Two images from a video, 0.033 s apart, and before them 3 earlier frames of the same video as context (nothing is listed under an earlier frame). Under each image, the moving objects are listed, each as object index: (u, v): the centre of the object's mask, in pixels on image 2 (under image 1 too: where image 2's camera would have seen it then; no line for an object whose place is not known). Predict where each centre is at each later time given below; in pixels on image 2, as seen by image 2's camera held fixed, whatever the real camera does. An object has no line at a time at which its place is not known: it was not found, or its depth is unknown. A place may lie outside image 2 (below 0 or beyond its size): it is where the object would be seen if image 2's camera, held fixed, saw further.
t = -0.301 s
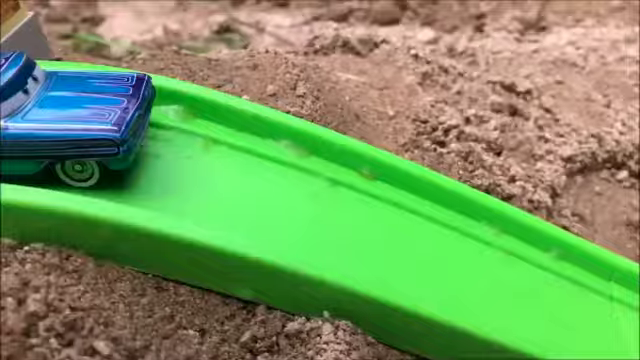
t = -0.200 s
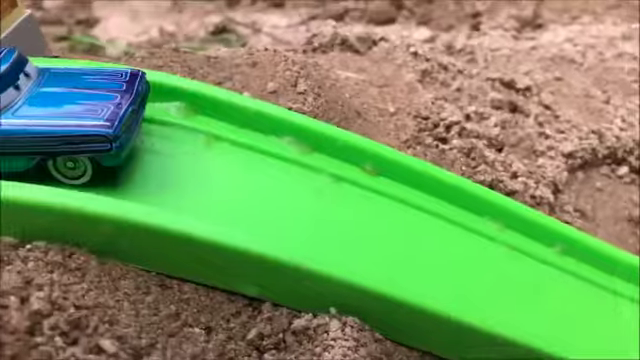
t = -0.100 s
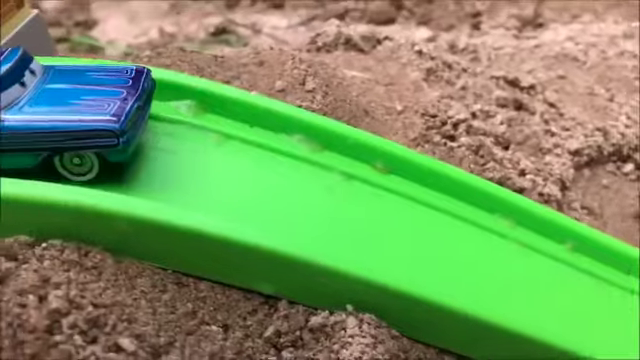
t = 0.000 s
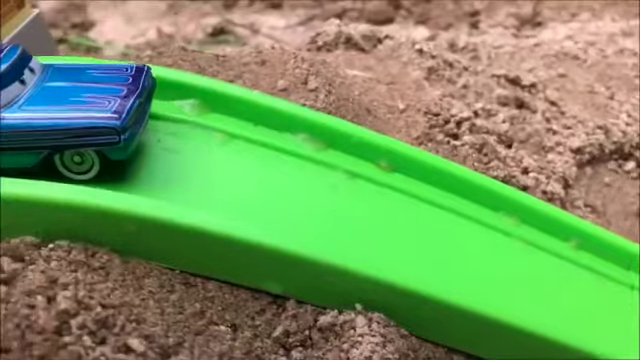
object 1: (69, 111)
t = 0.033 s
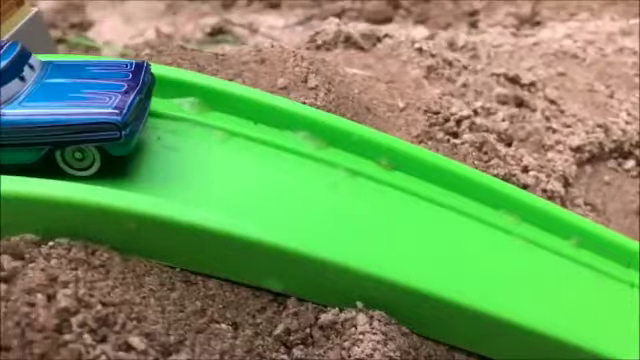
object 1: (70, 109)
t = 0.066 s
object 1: (71, 108)
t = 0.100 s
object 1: (74, 108)
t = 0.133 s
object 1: (77, 111)
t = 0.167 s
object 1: (82, 113)
